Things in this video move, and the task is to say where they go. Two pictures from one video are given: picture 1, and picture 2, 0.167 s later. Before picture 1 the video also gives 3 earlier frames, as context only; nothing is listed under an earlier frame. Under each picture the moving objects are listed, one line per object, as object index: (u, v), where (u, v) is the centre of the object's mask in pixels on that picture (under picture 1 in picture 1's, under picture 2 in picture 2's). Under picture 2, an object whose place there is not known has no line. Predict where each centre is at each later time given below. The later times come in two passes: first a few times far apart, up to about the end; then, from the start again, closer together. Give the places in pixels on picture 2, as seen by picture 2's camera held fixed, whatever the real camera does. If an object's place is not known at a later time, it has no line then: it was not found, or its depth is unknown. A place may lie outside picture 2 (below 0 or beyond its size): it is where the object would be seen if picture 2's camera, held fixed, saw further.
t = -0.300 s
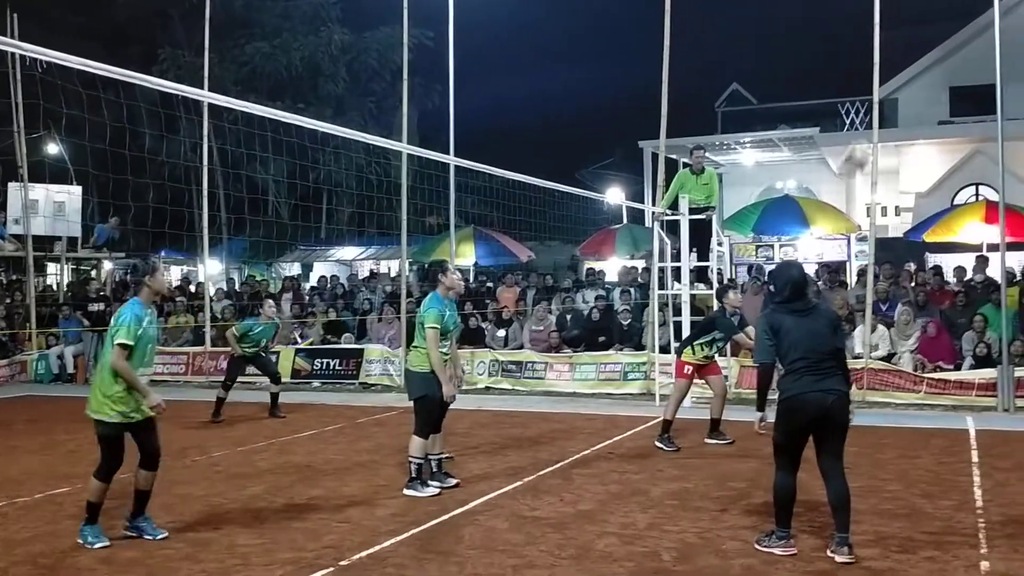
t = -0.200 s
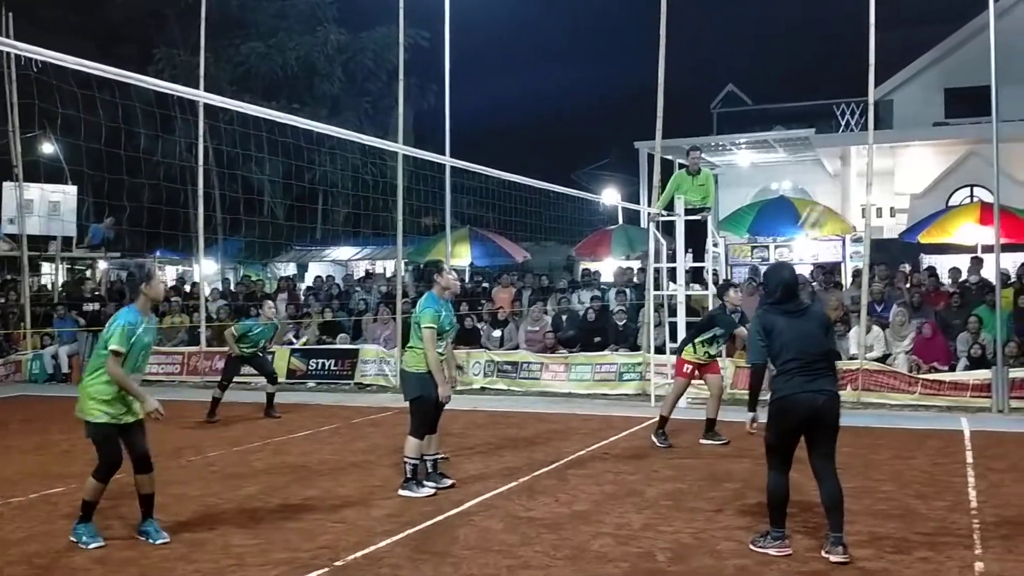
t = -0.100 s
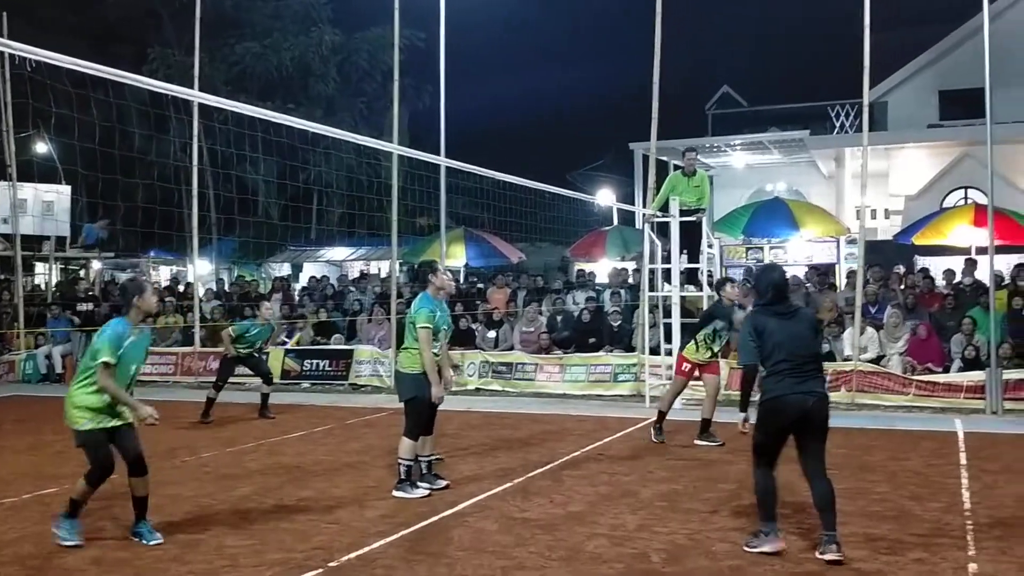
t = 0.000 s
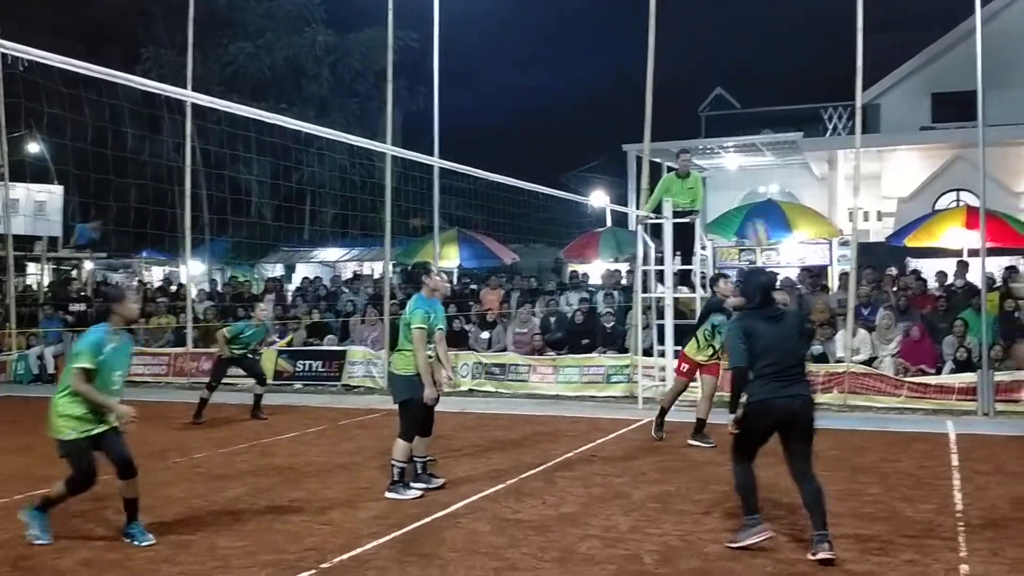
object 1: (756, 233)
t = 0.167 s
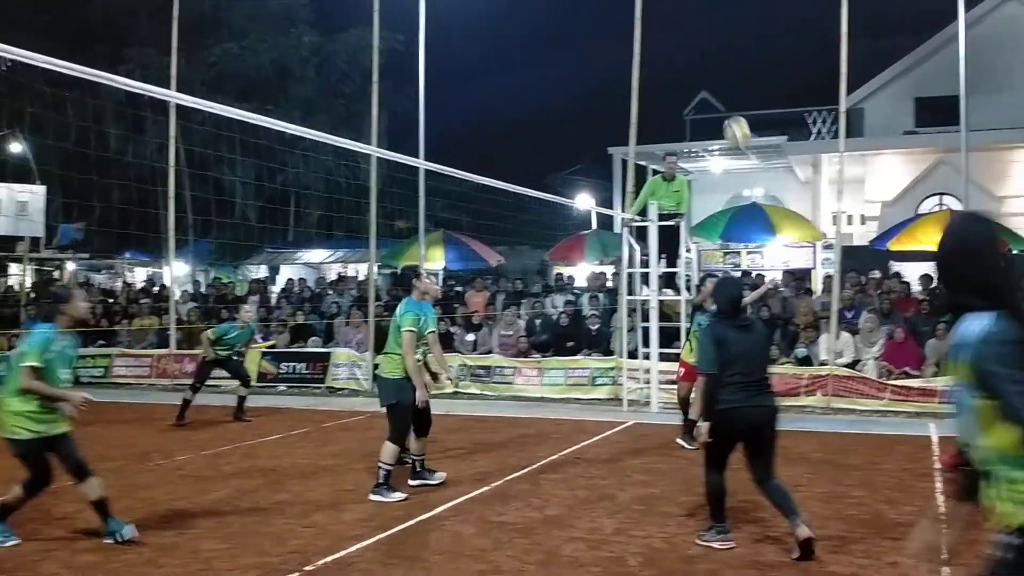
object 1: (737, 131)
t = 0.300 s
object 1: (733, 69)
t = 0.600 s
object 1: (720, 1)
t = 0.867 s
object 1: (710, 20)
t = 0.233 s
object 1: (735, 97)
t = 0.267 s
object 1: (734, 83)
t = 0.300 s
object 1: (733, 69)
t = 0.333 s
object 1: (731, 56)
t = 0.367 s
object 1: (730, 43)
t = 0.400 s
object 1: (729, 32)
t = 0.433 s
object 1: (727, 23)
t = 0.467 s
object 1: (726, 15)
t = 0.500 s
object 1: (724, 9)
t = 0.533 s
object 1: (723, 5)
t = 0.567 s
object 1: (722, 3)
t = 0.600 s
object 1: (720, 1)
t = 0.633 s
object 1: (719, 0)
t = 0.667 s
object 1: (718, 0)
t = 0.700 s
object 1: (716, 0)
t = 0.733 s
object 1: (715, 1)
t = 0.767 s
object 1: (713, 3)
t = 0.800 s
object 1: (712, 7)
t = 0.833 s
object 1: (711, 12)
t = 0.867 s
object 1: (710, 20)
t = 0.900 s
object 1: (708, 29)
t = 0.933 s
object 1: (707, 40)
